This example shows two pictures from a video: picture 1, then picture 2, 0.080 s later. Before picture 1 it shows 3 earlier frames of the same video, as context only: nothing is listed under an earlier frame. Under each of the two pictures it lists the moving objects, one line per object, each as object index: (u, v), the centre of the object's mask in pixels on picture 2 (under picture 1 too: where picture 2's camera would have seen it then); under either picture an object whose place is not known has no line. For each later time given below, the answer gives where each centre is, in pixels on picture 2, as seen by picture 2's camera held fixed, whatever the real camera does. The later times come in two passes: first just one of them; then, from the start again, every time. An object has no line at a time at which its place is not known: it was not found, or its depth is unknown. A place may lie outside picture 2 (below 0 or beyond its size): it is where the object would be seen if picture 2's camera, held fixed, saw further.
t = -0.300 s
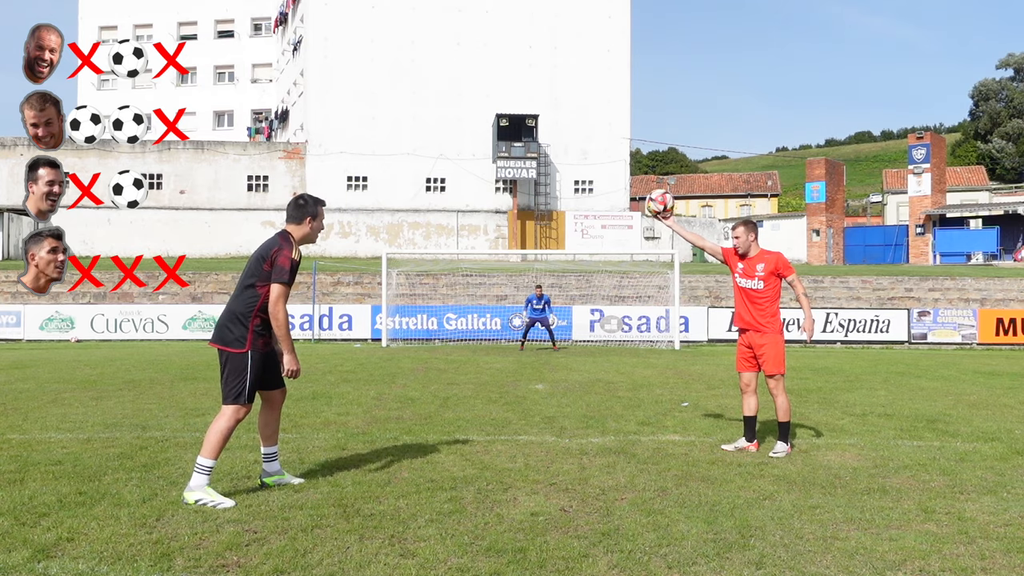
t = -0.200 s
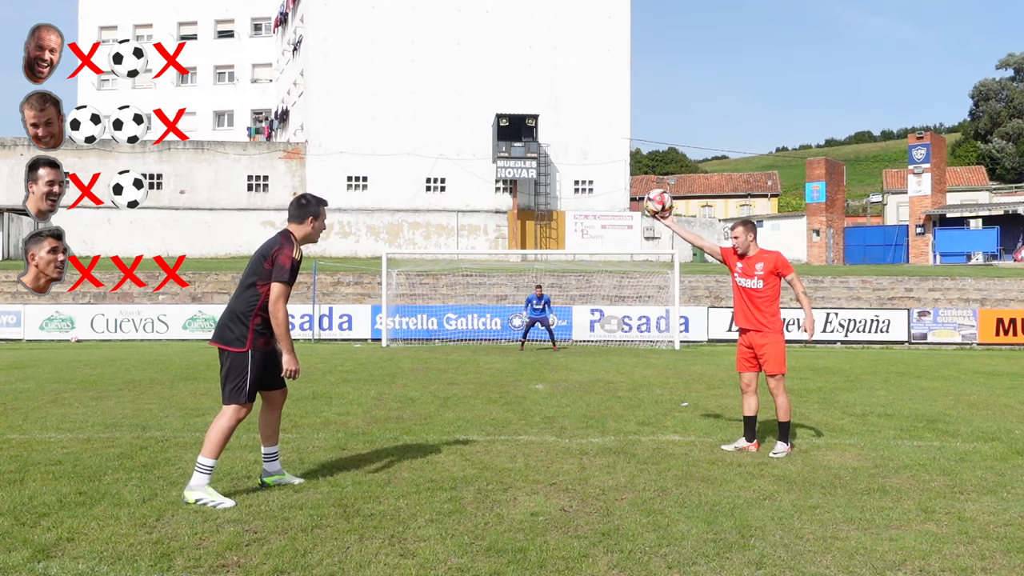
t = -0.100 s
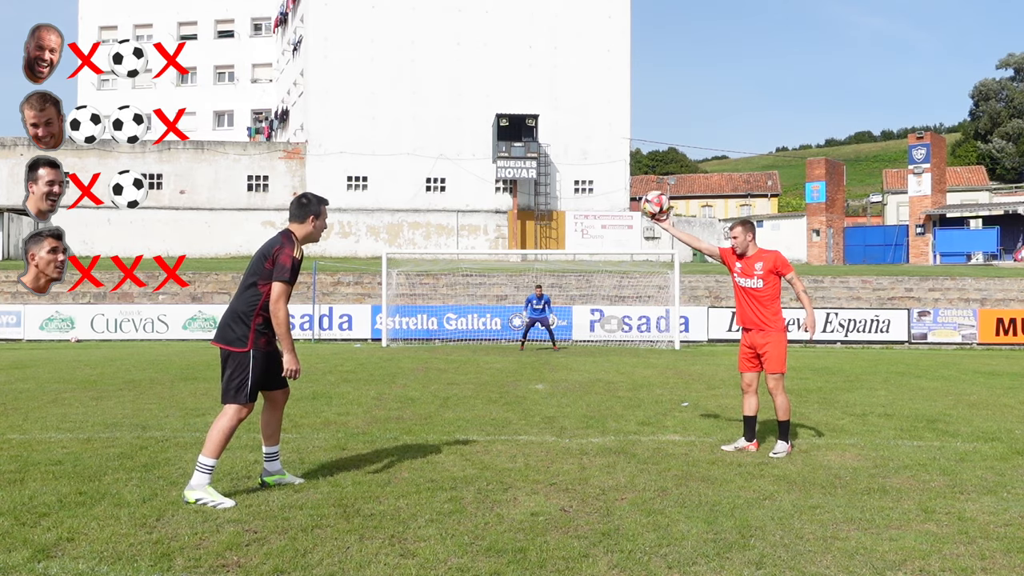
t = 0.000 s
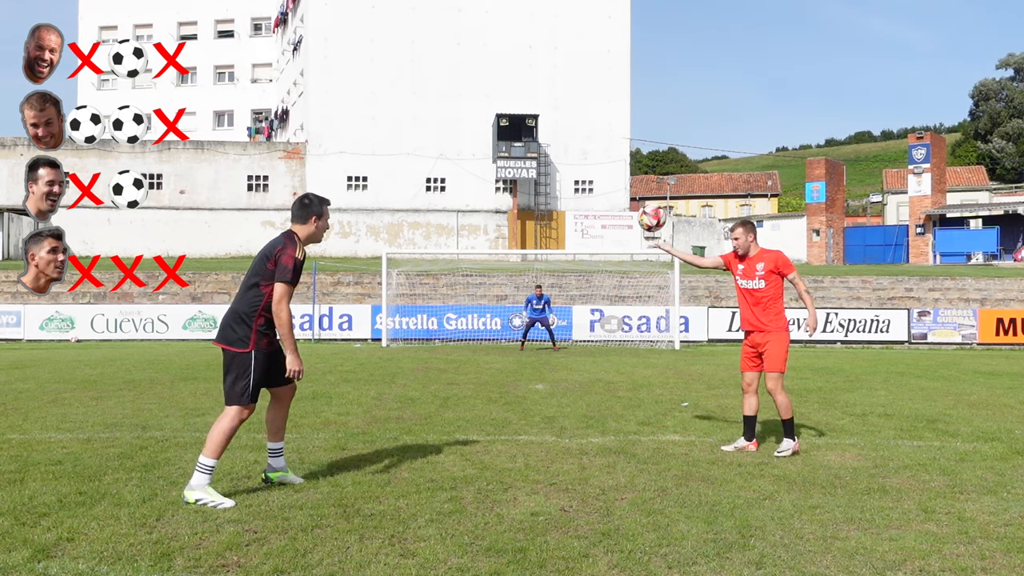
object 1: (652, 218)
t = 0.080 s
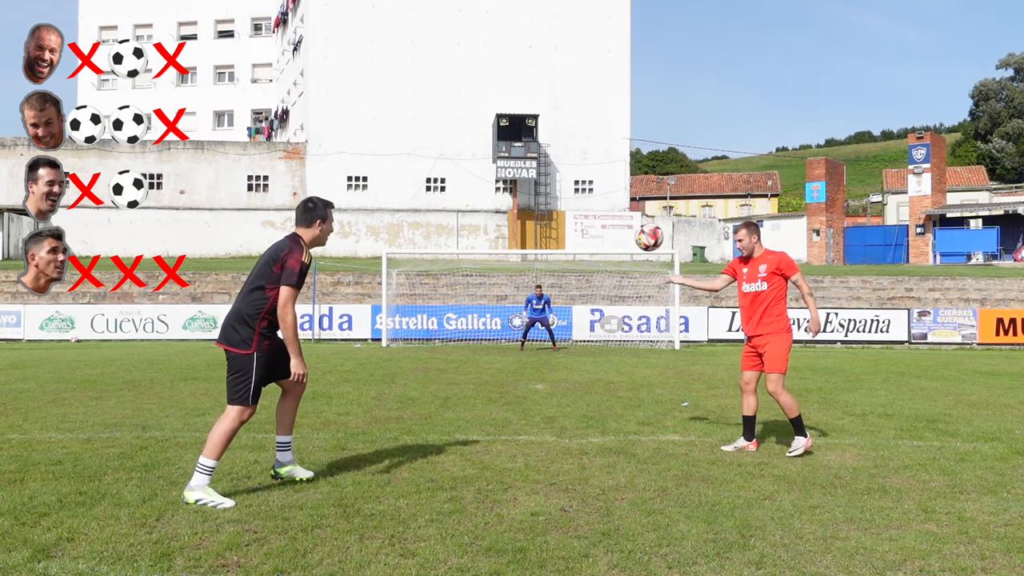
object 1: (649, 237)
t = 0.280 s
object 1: (641, 322)
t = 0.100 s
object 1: (648, 243)
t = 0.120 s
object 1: (647, 250)
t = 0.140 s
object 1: (647, 257)
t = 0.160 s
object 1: (645, 265)
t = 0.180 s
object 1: (645, 273)
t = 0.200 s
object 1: (644, 282)
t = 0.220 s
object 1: (643, 291)
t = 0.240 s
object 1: (642, 301)
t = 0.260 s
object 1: (641, 311)
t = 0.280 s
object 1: (641, 322)
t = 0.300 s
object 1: (640, 333)
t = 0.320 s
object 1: (639, 345)
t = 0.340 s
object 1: (638, 357)
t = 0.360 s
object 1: (637, 370)
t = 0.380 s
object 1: (637, 383)
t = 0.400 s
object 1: (636, 398)
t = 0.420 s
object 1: (635, 412)
